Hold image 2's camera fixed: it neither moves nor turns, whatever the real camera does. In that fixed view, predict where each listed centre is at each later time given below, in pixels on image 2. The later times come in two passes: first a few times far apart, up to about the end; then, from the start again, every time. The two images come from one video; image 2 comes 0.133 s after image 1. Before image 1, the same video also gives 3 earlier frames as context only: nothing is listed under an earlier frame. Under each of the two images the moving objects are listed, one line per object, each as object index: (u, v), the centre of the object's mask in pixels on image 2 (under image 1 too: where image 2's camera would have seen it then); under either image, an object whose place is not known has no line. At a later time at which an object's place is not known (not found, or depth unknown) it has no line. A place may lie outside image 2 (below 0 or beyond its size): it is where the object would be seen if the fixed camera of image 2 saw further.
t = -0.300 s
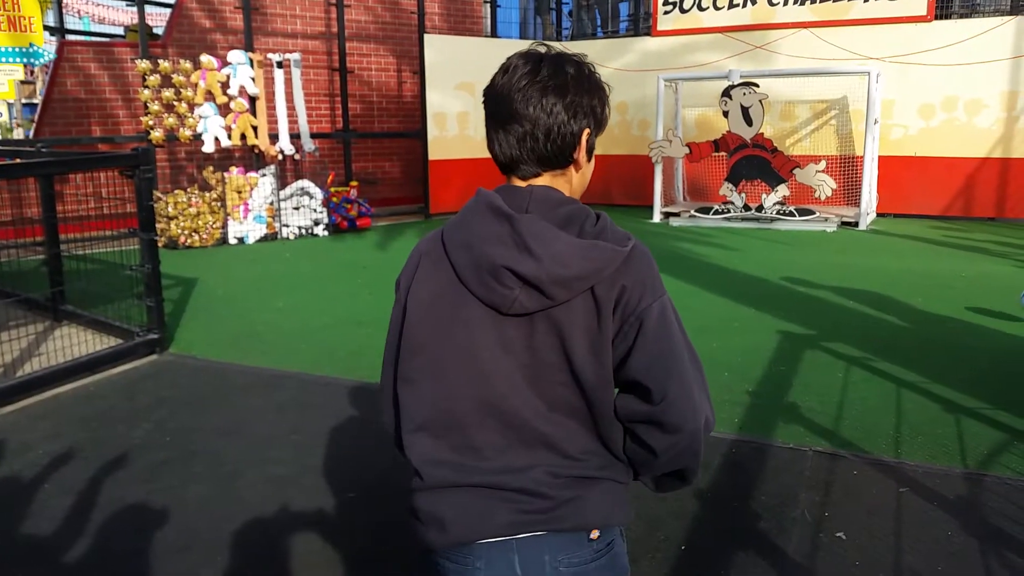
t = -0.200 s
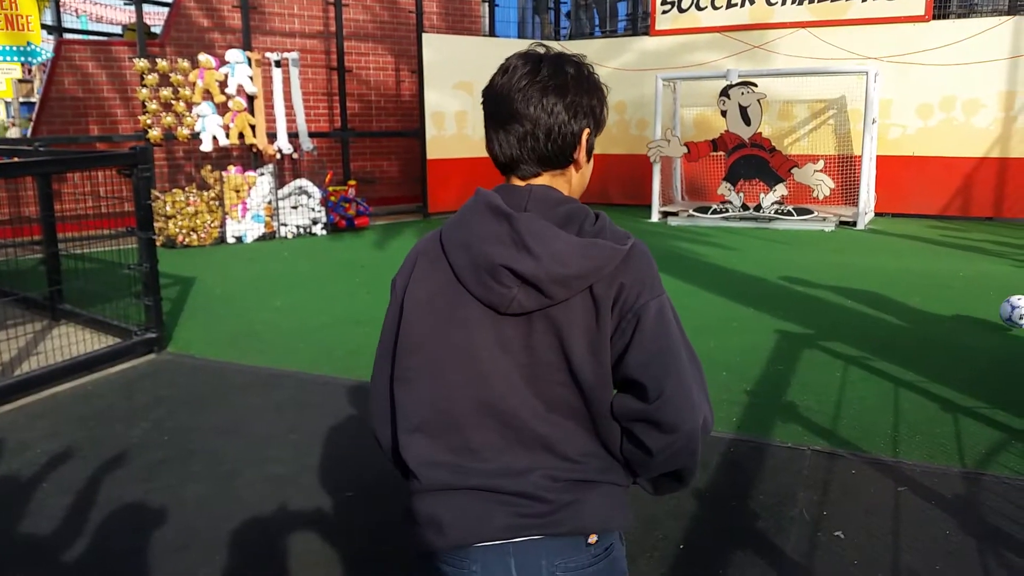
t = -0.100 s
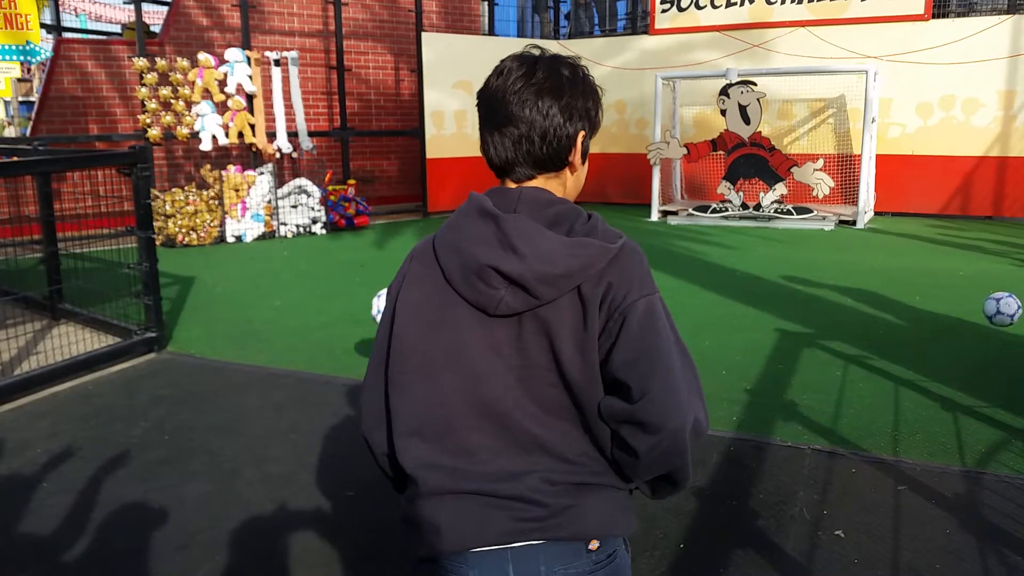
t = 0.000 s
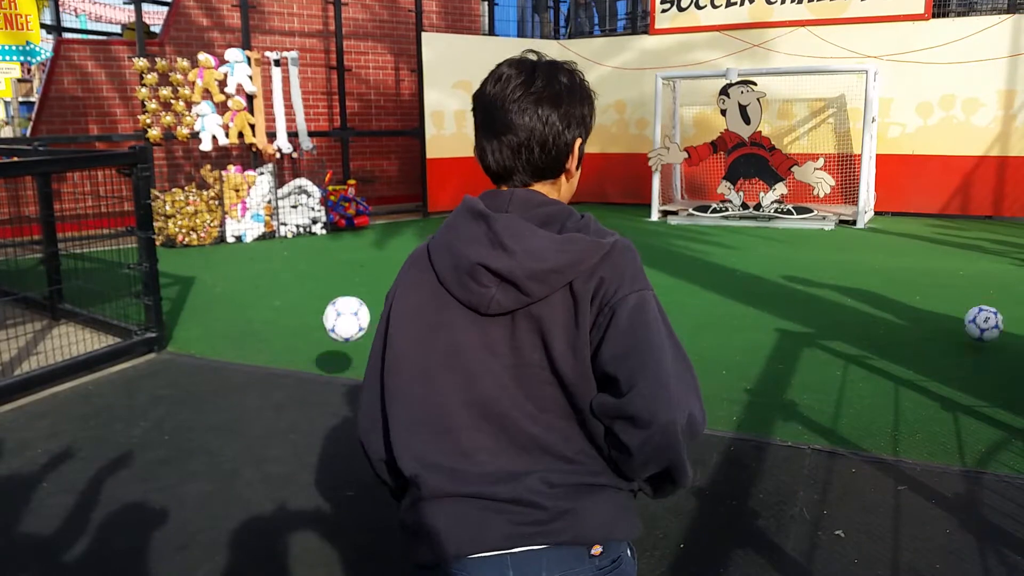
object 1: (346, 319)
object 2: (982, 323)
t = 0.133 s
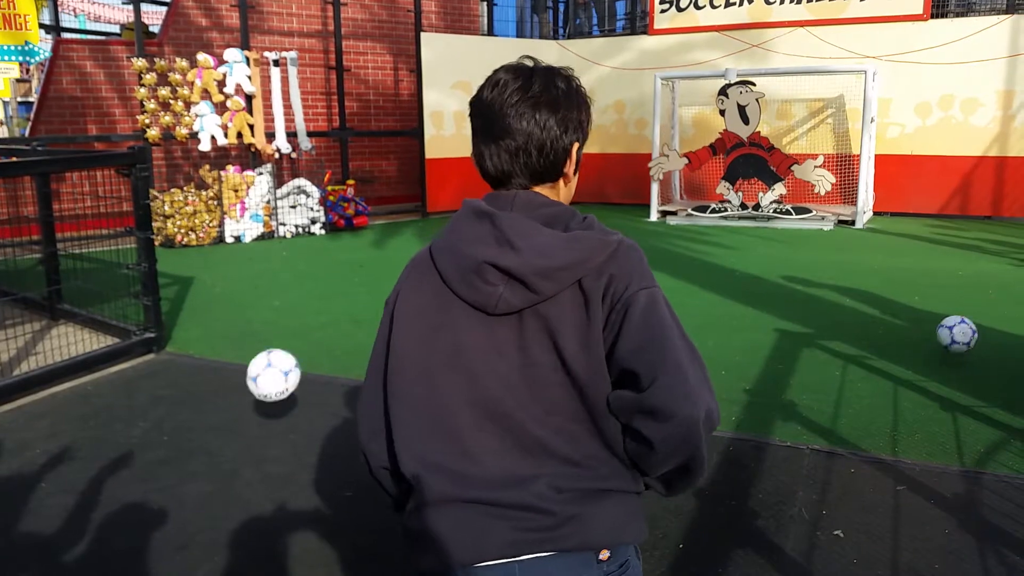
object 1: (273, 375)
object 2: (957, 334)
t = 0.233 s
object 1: (209, 459)
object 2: (935, 350)
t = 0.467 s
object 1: (14, 496)
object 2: (884, 379)
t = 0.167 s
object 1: (252, 398)
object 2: (950, 337)
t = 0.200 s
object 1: (231, 426)
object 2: (943, 342)
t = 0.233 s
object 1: (209, 459)
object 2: (935, 350)
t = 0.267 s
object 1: (185, 484)
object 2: (928, 355)
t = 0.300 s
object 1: (160, 479)
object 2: (922, 355)
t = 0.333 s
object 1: (132, 476)
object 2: (915, 357)
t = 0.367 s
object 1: (102, 476)
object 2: (908, 360)
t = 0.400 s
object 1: (71, 479)
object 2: (901, 366)
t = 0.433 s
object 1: (38, 487)
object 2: (892, 375)
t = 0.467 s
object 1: (14, 496)
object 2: (884, 379)
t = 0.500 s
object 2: (877, 380)
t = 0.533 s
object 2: (869, 383)
